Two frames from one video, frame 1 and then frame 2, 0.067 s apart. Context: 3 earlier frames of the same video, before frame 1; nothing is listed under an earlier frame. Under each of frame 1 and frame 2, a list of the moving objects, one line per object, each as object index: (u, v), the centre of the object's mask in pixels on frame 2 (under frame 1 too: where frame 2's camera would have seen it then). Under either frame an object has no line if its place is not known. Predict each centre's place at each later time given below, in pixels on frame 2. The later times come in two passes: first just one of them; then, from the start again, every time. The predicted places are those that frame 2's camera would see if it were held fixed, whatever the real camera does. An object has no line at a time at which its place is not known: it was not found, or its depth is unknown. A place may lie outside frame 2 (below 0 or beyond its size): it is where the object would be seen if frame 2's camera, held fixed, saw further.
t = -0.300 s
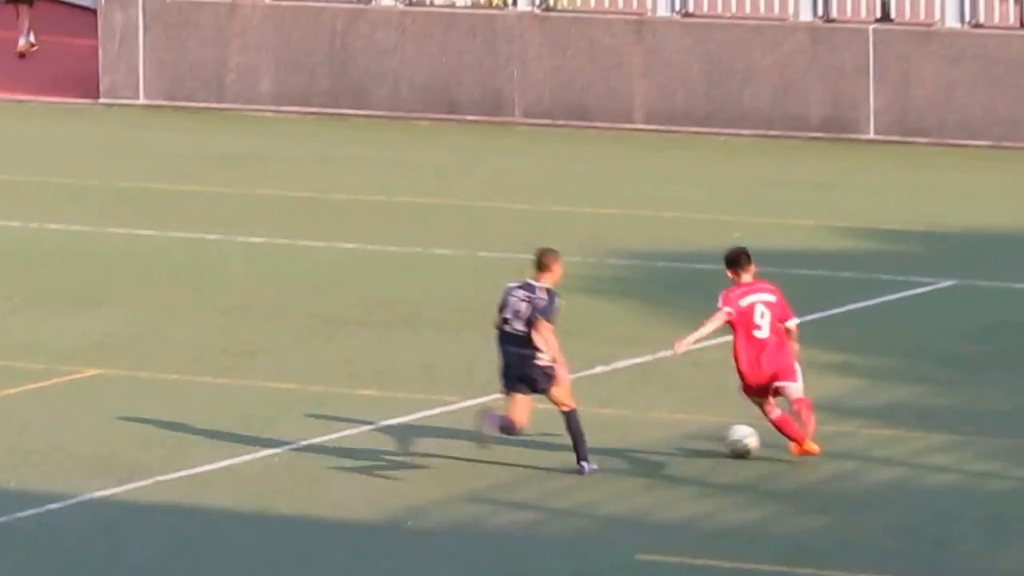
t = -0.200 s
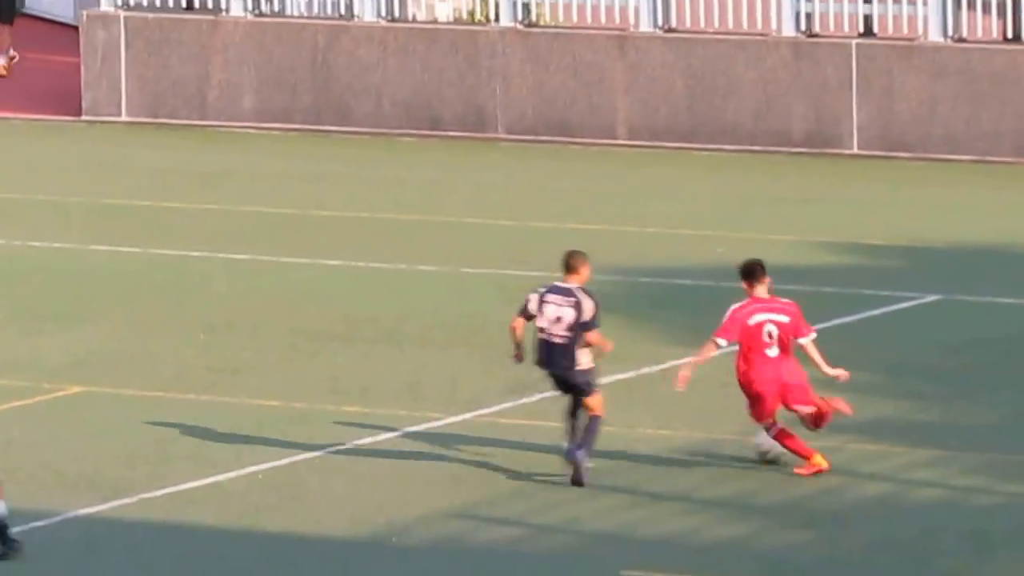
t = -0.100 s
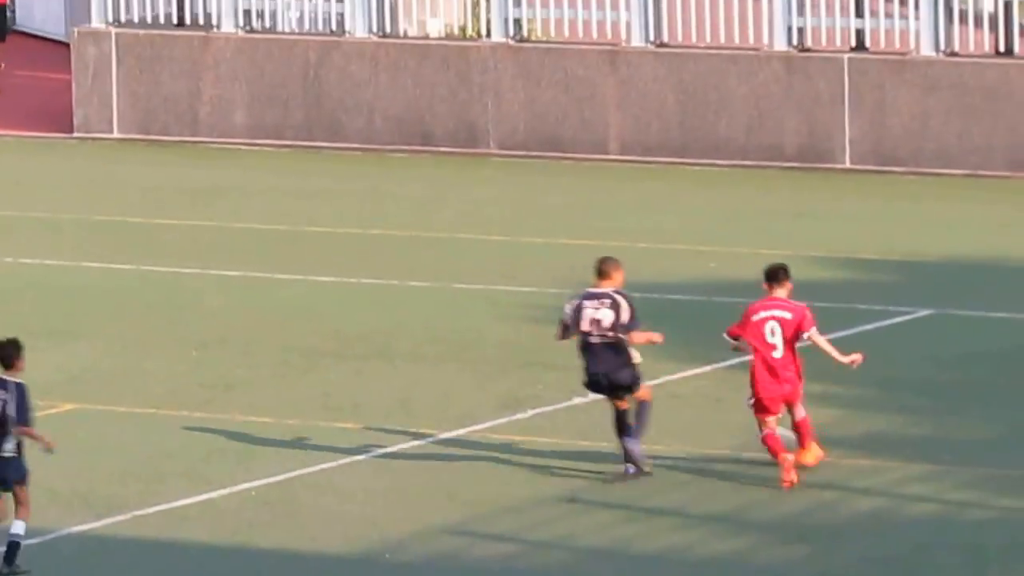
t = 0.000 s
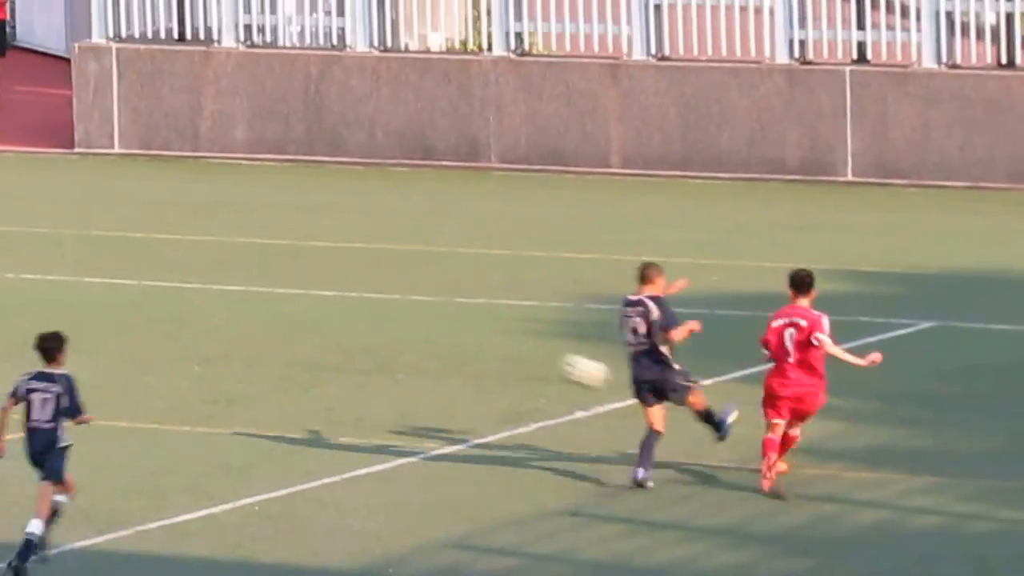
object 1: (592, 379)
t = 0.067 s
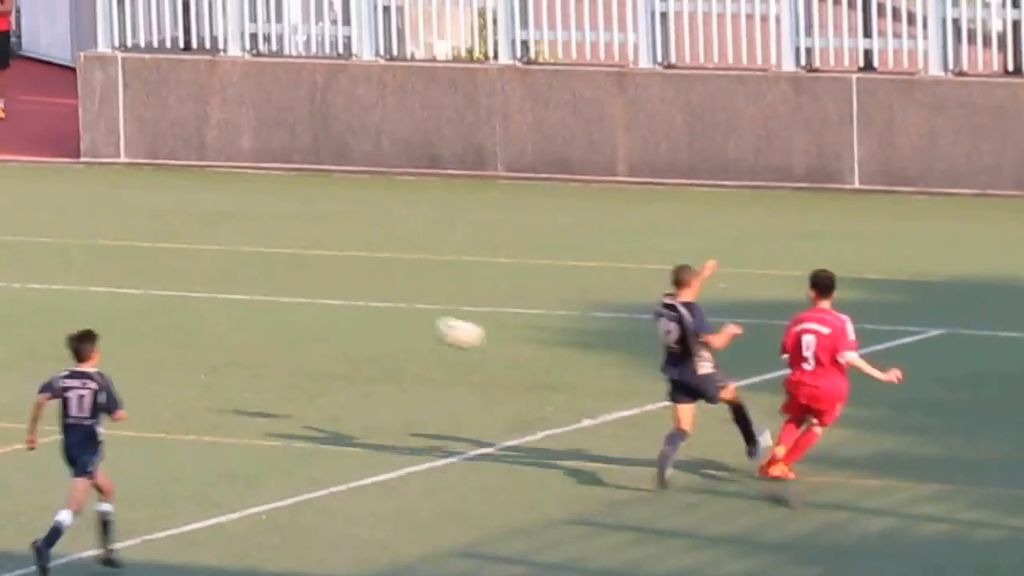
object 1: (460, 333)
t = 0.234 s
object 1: (148, 248)
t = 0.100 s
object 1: (396, 314)
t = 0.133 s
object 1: (333, 294)
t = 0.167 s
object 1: (272, 278)
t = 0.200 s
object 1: (210, 262)
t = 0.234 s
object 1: (148, 248)
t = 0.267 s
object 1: (86, 235)
